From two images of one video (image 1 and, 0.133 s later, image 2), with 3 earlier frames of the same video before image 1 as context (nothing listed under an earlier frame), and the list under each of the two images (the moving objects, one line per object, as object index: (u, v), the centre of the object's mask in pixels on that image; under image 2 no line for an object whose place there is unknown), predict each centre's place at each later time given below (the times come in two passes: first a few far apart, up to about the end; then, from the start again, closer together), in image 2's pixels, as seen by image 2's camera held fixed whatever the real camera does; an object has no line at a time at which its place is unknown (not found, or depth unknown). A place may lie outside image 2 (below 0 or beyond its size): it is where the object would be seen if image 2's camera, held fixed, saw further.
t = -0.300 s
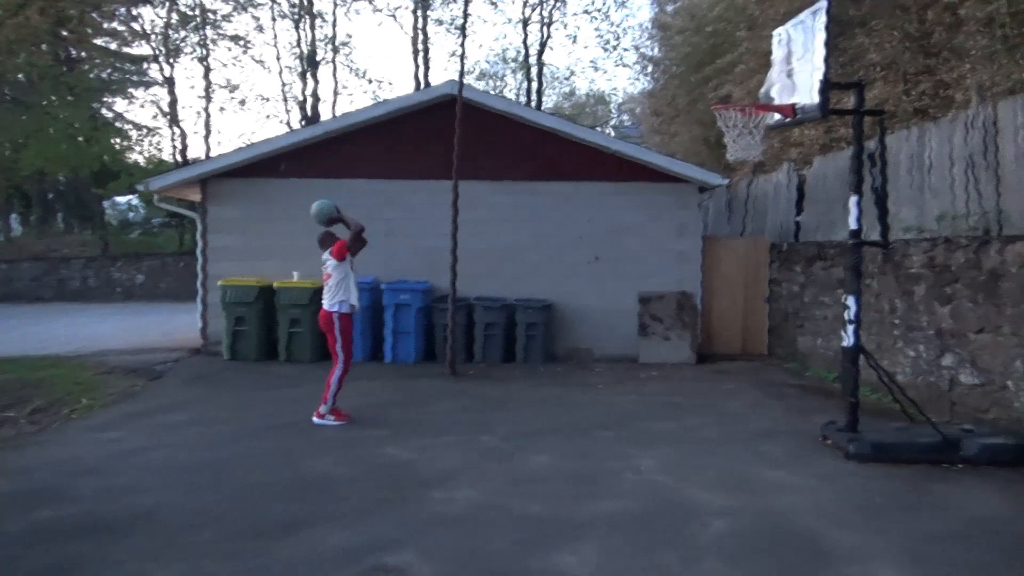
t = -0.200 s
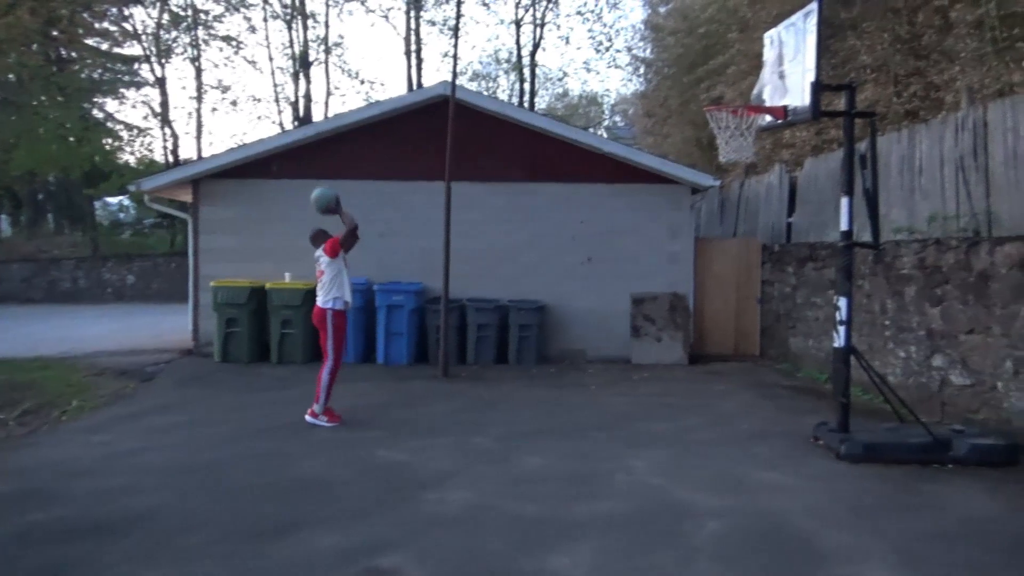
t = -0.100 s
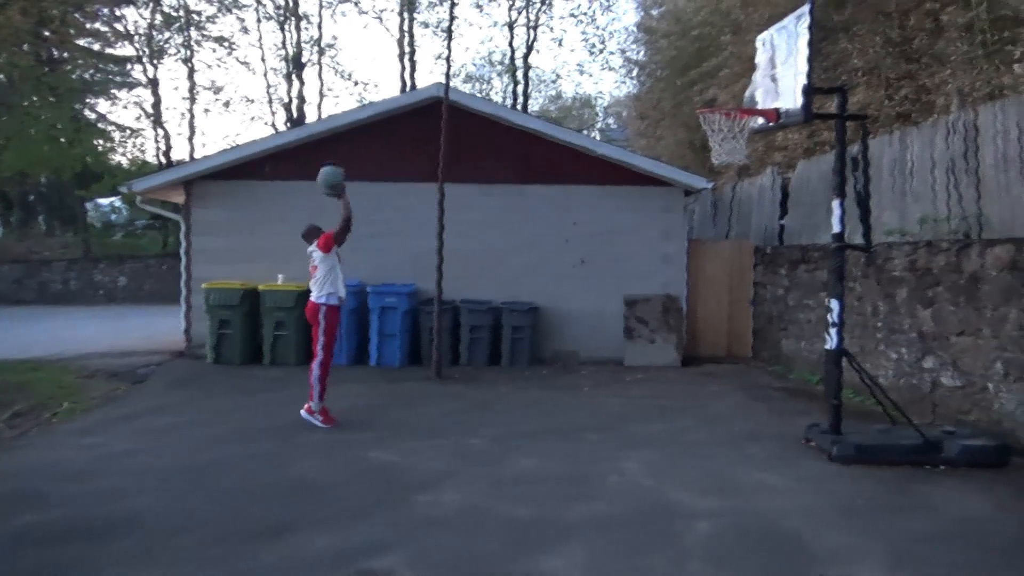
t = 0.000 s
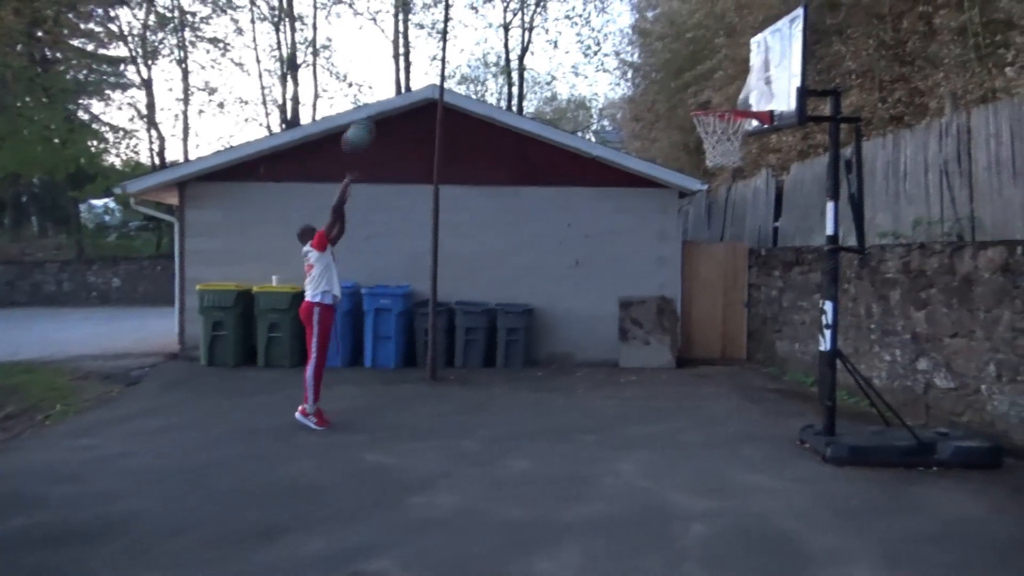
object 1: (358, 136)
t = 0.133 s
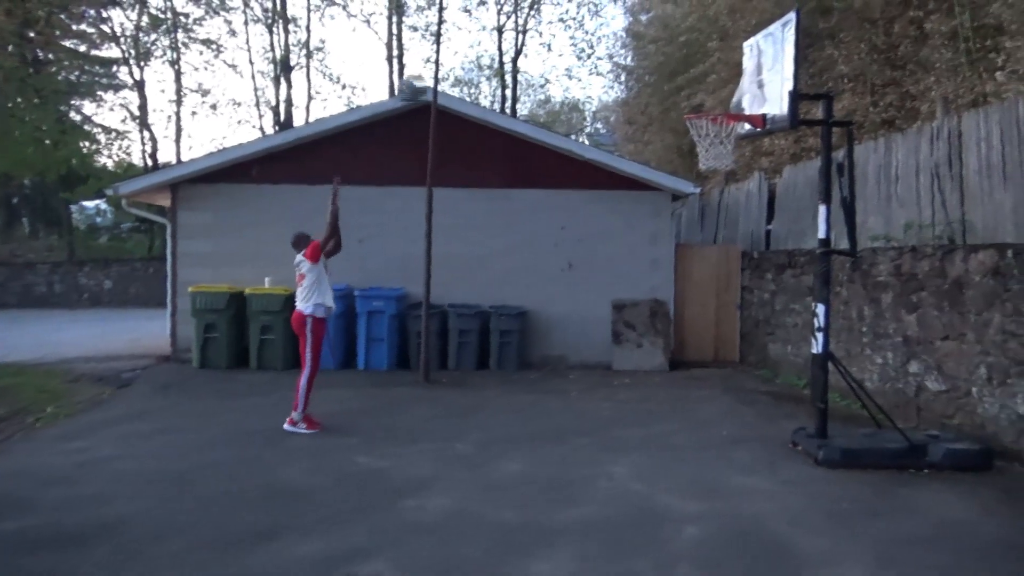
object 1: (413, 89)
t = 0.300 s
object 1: (485, 50)
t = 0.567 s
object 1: (614, 50)
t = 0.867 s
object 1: (725, 155)
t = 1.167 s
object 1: (674, 328)
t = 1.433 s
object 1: (630, 344)
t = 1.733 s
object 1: (574, 236)
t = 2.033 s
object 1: (519, 223)
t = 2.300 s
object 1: (473, 285)
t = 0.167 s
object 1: (425, 78)
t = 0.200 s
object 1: (441, 70)
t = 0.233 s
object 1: (457, 62)
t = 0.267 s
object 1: (472, 56)
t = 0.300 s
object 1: (485, 50)
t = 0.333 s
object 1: (501, 44)
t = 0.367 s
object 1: (518, 42)
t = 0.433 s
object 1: (549, 40)
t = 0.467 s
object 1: (565, 41)
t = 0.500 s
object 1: (581, 43)
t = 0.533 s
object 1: (598, 46)
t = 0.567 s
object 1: (614, 50)
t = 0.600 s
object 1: (630, 57)
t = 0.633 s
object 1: (647, 65)
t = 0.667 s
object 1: (661, 73)
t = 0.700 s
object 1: (680, 83)
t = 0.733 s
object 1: (696, 96)
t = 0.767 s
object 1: (712, 102)
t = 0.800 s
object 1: (730, 128)
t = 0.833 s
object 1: (724, 146)
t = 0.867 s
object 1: (725, 155)
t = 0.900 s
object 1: (714, 173)
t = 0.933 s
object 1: (709, 184)
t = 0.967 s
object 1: (704, 201)
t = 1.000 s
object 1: (698, 217)
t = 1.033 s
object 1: (693, 239)
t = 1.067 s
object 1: (688, 257)
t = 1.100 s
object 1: (684, 279)
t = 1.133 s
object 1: (678, 303)
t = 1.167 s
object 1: (674, 328)
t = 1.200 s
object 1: (670, 350)
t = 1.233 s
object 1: (666, 372)
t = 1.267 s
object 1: (661, 399)
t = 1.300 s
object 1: (658, 421)
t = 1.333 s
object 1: (650, 403)
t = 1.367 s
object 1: (643, 381)
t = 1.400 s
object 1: (636, 361)
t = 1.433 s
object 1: (630, 344)
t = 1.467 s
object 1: (624, 328)
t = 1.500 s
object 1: (616, 312)
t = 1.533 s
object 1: (611, 296)
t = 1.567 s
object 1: (605, 284)
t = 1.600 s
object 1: (599, 272)
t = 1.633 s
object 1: (593, 261)
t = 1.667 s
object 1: (586, 251)
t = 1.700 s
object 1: (580, 243)
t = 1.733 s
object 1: (574, 236)
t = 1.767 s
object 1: (568, 230)
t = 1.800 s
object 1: (561, 224)
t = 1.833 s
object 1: (555, 221)
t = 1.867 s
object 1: (549, 219)
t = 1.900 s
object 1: (543, 217)
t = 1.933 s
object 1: (537, 217)
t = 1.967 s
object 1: (531, 218)
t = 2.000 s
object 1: (525, 220)
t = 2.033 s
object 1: (519, 223)
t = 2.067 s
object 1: (513, 227)
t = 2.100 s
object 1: (507, 232)
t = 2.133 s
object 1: (501, 239)
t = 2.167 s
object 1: (496, 246)
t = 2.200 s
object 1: (490, 255)
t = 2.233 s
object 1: (484, 264)
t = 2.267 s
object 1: (478, 275)
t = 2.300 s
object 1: (473, 285)
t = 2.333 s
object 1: (467, 297)
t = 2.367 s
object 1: (462, 311)
